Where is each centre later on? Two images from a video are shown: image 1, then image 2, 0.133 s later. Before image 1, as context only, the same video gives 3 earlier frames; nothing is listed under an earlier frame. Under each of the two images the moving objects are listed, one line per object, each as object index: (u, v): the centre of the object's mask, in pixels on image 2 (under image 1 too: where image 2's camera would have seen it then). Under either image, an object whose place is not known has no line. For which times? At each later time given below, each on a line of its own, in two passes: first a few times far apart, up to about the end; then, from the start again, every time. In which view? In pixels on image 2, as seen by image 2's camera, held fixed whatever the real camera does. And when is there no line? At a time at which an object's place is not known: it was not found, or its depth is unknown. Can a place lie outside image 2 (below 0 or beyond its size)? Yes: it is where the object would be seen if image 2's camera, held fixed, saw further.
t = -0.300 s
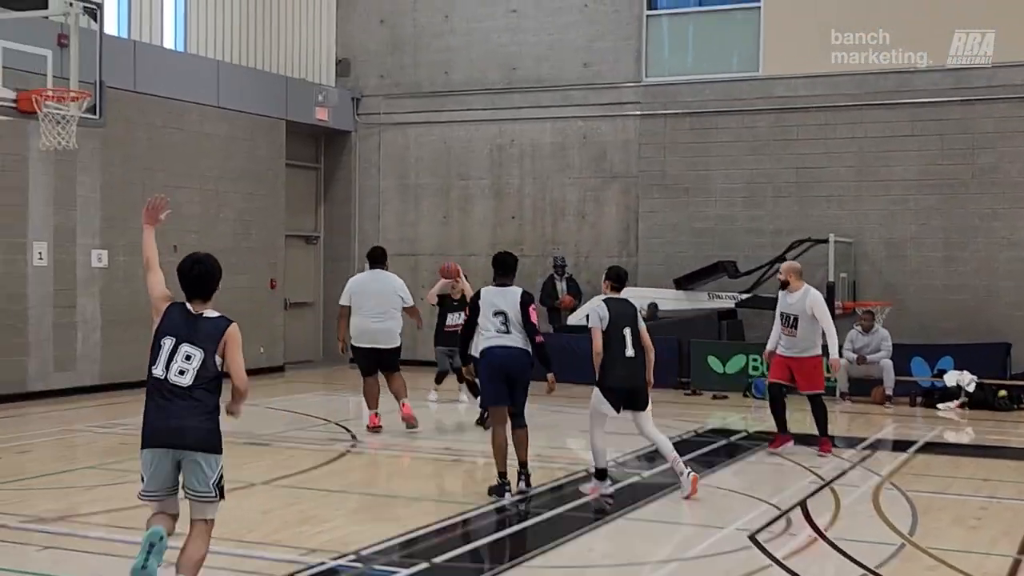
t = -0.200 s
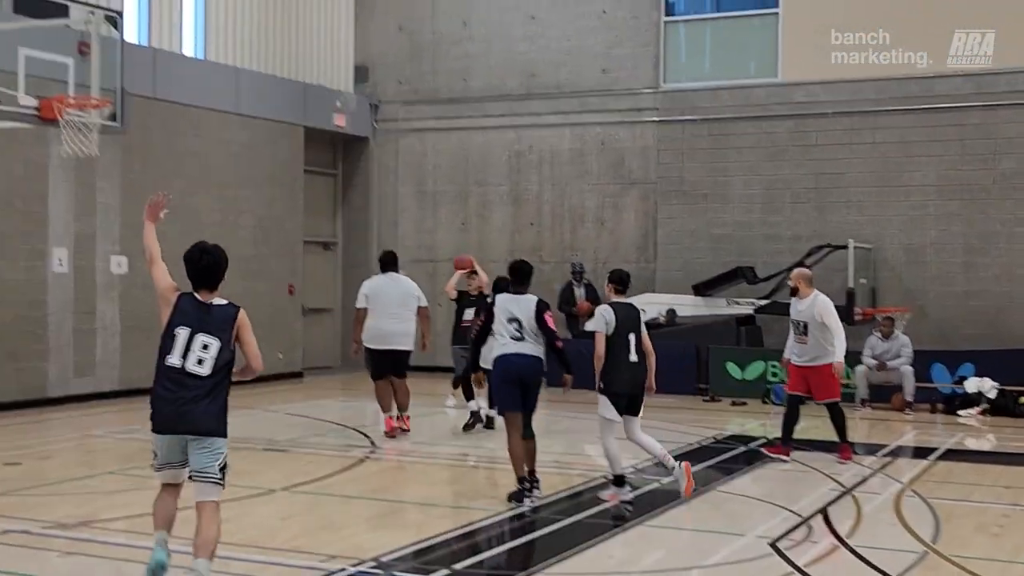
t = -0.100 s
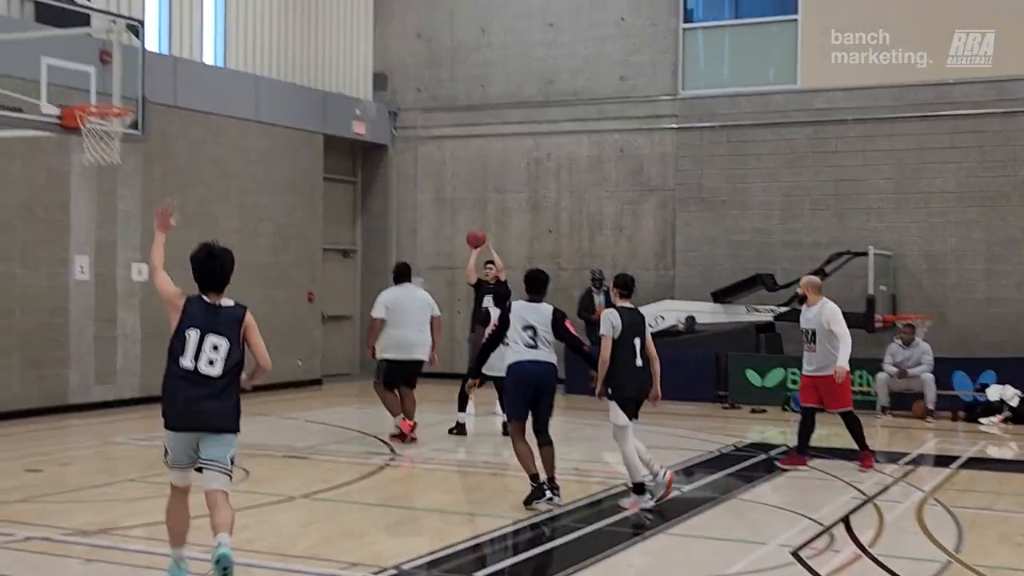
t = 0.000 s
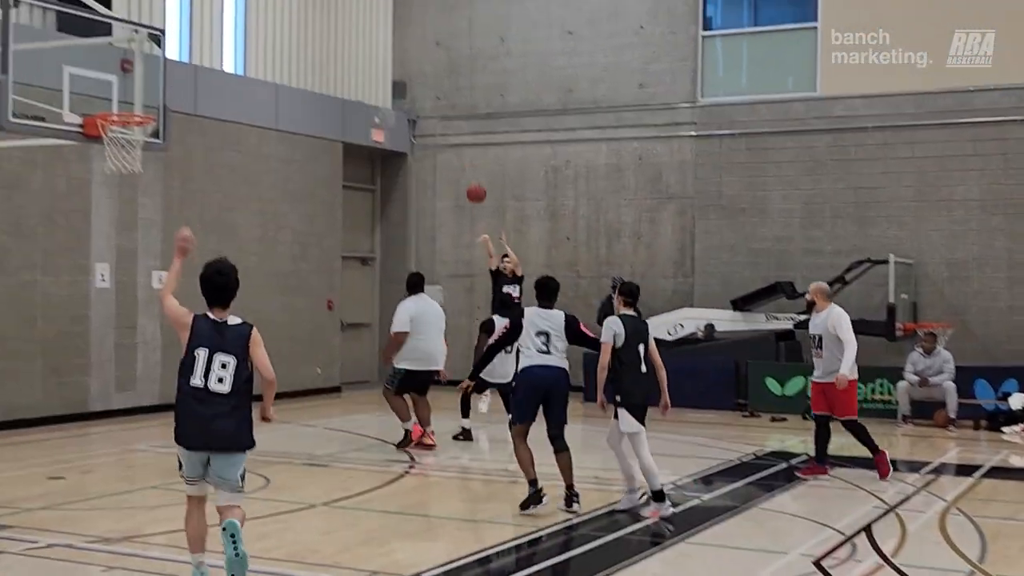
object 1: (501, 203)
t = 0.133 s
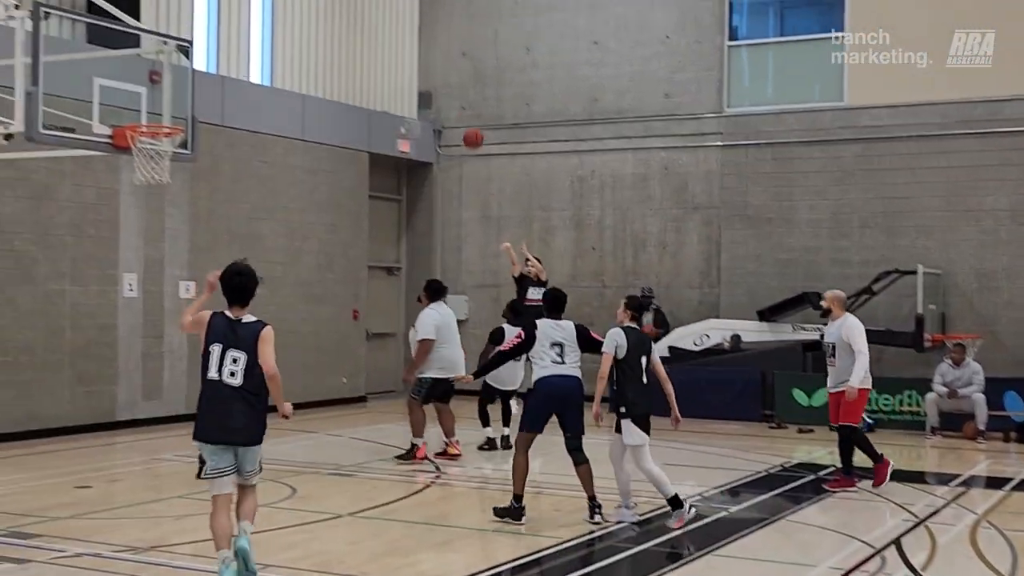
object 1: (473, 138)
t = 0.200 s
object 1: (458, 110)
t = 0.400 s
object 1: (409, 44)
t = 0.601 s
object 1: (354, 9)
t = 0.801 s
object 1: (290, 11)
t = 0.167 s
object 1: (465, 123)
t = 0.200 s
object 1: (458, 110)
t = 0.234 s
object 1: (451, 98)
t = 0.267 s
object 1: (443, 85)
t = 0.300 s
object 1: (434, 73)
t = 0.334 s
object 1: (426, 63)
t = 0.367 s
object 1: (418, 53)
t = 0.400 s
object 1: (409, 44)
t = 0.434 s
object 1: (400, 36)
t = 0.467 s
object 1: (391, 29)
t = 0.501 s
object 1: (382, 22)
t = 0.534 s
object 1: (373, 17)
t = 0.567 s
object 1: (363, 12)
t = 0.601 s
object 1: (354, 9)
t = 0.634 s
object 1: (344, 7)
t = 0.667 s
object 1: (333, 5)
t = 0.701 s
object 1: (323, 5)
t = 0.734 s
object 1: (312, 6)
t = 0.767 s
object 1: (302, 8)
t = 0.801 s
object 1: (290, 11)
